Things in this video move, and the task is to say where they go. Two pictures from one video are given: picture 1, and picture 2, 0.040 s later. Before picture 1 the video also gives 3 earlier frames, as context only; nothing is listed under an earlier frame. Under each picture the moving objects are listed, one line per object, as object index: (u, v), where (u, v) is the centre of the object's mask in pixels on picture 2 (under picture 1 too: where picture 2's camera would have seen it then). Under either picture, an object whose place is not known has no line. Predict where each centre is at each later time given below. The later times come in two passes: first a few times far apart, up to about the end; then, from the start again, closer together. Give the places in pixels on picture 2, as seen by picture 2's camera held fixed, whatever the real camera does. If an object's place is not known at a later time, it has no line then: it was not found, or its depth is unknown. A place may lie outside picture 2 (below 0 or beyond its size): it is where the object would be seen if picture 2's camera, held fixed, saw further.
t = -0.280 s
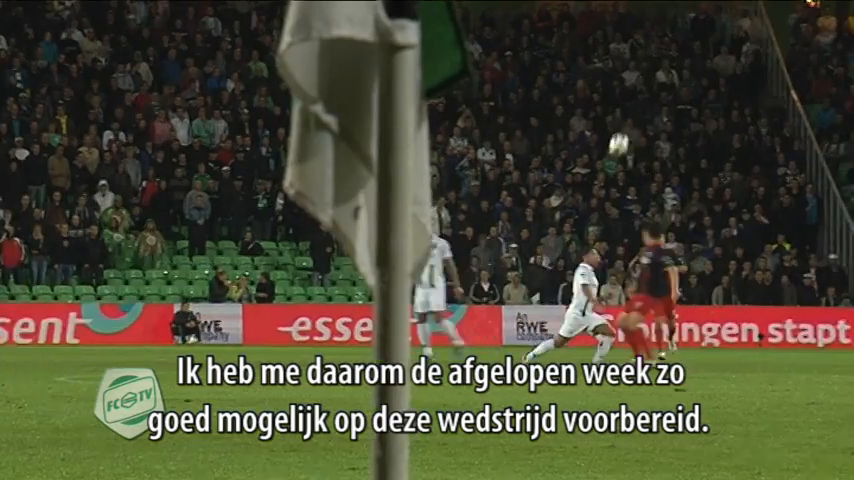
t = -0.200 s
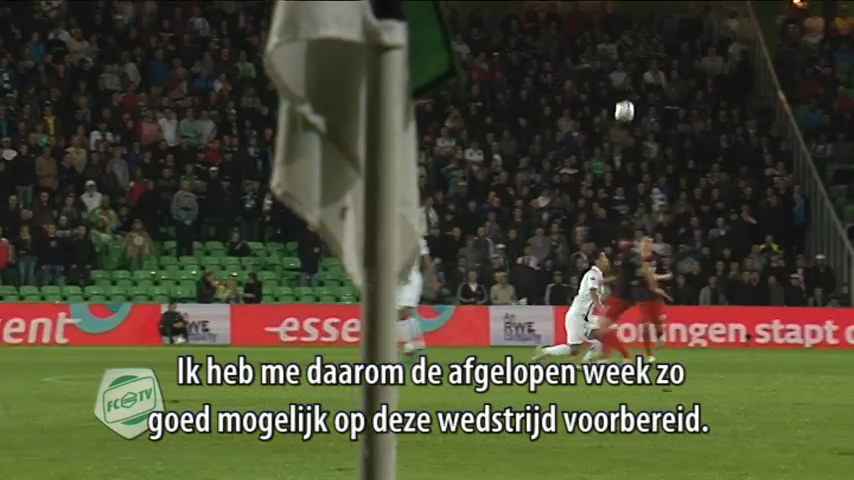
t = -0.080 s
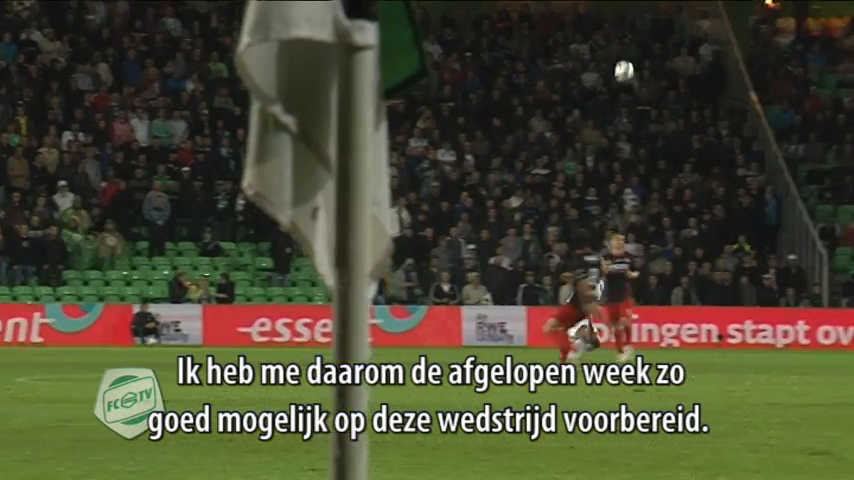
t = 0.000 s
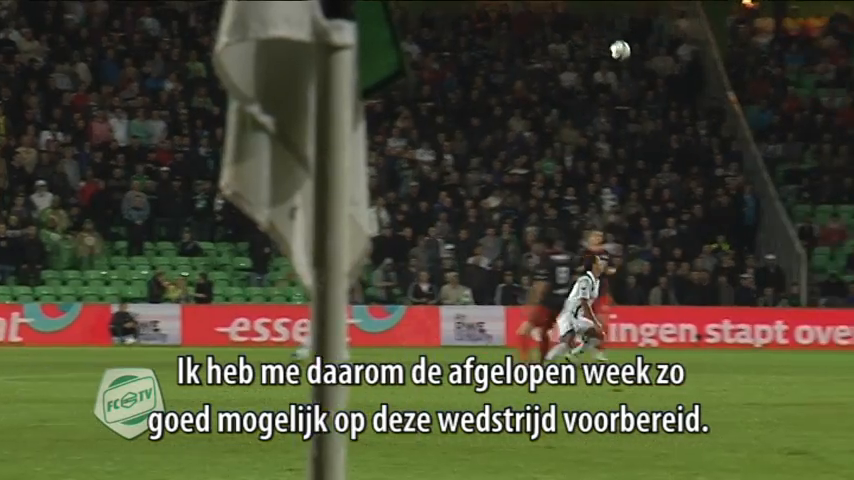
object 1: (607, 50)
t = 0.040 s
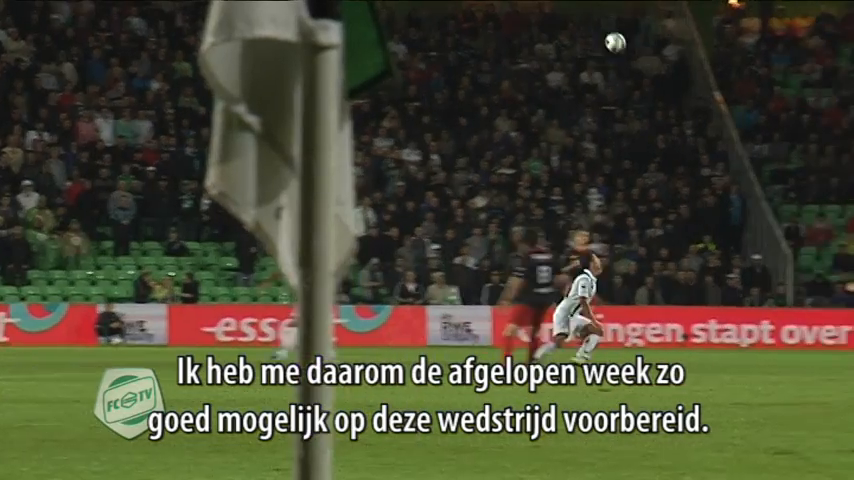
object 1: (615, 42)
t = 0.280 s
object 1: (663, 18)
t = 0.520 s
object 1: (711, 42)
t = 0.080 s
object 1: (623, 35)
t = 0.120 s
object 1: (631, 29)
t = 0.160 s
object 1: (639, 24)
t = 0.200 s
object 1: (647, 21)
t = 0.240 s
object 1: (654, 19)
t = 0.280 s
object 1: (663, 18)
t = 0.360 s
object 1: (679, 21)
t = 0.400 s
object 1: (687, 25)
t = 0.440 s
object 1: (695, 29)
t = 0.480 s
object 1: (703, 35)
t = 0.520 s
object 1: (711, 42)
